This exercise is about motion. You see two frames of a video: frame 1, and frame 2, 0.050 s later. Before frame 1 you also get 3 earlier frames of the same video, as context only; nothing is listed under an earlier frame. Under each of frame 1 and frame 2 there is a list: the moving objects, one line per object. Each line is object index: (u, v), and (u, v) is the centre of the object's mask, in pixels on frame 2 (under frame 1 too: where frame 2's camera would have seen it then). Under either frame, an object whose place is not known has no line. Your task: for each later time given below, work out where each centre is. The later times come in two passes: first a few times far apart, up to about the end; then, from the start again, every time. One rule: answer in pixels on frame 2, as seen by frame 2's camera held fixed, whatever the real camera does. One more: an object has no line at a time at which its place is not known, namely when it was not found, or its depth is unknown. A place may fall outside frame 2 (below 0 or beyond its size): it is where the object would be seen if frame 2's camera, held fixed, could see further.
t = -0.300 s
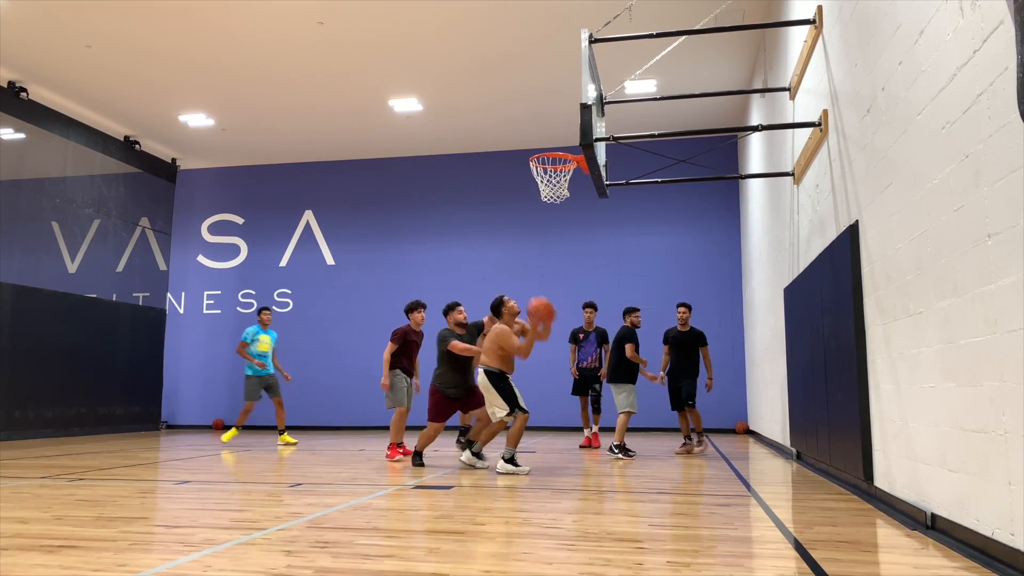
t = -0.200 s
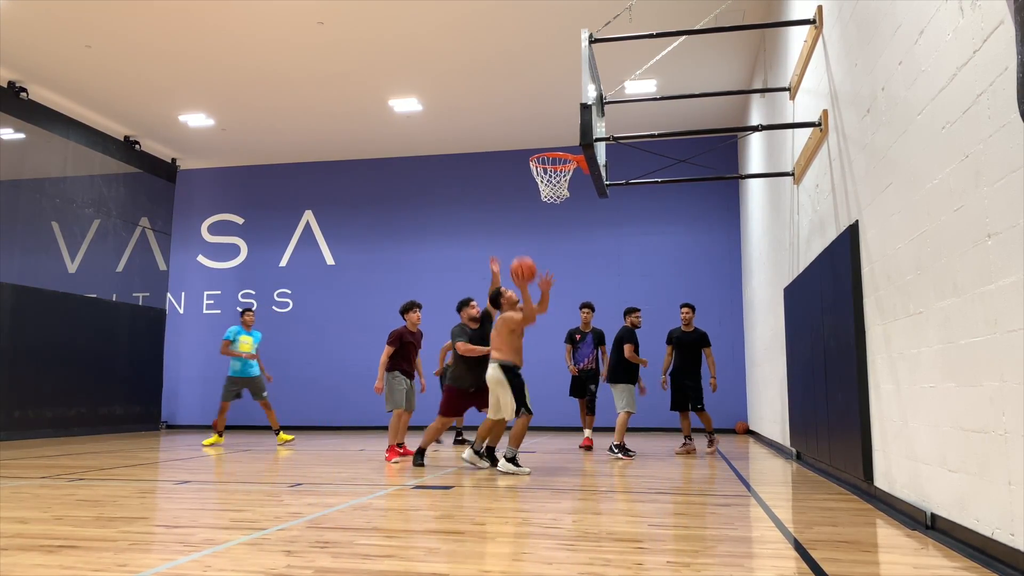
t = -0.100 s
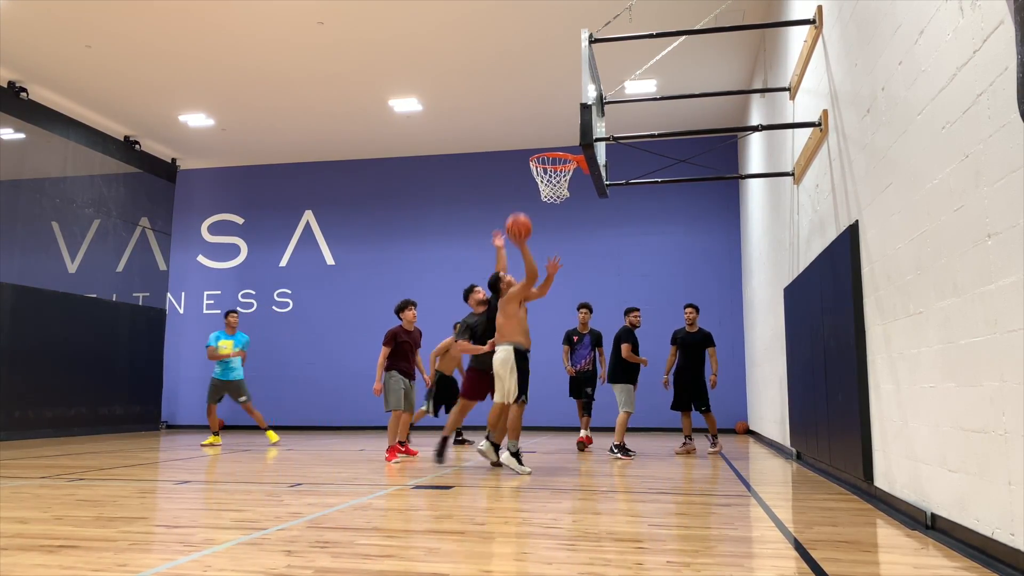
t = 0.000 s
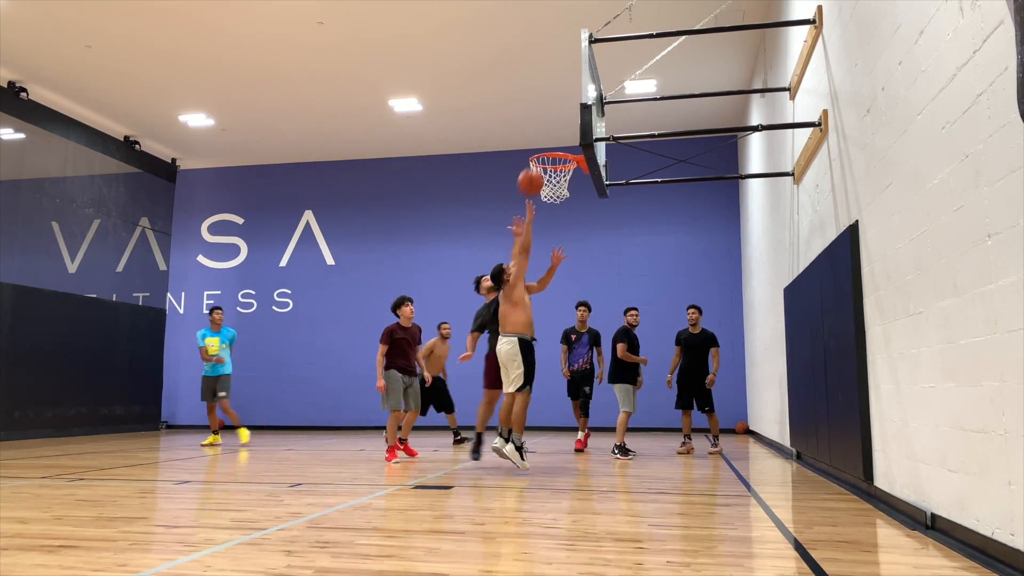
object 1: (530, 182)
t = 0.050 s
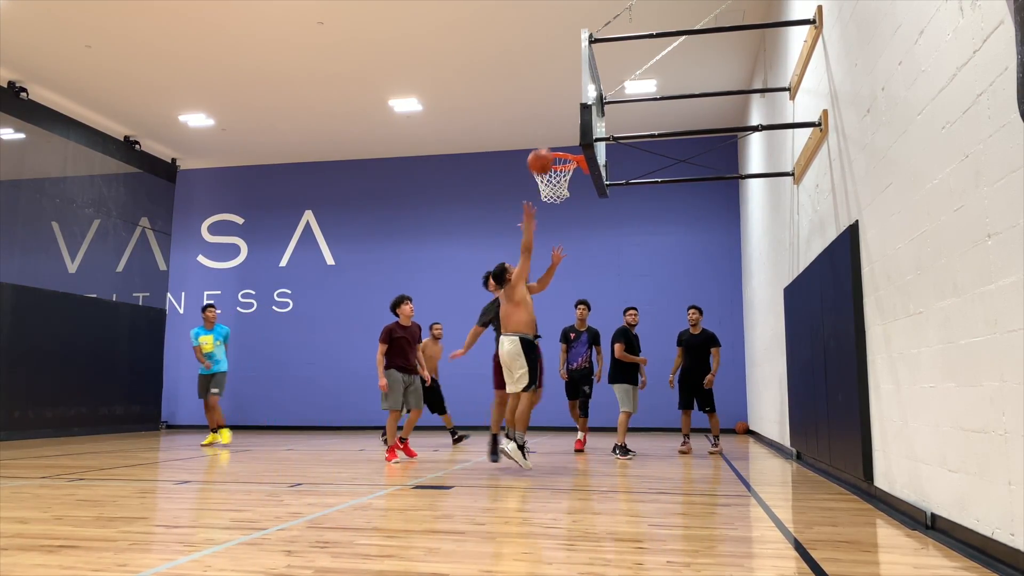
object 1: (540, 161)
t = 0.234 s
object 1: (571, 114)
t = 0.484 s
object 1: (552, 126)
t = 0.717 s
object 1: (551, 149)
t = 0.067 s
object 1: (543, 155)
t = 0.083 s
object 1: (546, 149)
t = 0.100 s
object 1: (550, 144)
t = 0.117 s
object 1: (553, 140)
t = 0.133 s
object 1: (556, 135)
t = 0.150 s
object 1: (559, 131)
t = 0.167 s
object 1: (562, 127)
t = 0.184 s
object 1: (564, 124)
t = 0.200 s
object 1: (567, 120)
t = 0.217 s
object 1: (569, 117)
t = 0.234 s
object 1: (571, 114)
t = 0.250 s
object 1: (572, 112)
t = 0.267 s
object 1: (572, 111)
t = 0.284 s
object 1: (570, 111)
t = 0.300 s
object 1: (569, 110)
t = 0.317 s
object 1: (568, 111)
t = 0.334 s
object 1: (567, 111)
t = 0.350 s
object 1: (566, 112)
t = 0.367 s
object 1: (564, 112)
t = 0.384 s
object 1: (562, 114)
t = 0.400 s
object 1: (561, 115)
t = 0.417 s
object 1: (559, 117)
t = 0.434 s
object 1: (557, 119)
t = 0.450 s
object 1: (556, 121)
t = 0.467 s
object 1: (554, 123)
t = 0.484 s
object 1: (552, 126)
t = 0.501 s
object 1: (551, 129)
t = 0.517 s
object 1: (549, 132)
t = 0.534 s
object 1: (547, 136)
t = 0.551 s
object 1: (546, 139)
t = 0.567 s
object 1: (544, 143)
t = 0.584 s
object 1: (543, 145)
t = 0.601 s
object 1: (543, 146)
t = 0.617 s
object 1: (544, 146)
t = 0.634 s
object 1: (545, 146)
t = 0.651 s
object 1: (547, 147)
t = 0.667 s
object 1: (548, 147)
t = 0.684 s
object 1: (549, 148)
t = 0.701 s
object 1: (550, 148)
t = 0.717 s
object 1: (551, 149)
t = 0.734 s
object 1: (551, 158)
